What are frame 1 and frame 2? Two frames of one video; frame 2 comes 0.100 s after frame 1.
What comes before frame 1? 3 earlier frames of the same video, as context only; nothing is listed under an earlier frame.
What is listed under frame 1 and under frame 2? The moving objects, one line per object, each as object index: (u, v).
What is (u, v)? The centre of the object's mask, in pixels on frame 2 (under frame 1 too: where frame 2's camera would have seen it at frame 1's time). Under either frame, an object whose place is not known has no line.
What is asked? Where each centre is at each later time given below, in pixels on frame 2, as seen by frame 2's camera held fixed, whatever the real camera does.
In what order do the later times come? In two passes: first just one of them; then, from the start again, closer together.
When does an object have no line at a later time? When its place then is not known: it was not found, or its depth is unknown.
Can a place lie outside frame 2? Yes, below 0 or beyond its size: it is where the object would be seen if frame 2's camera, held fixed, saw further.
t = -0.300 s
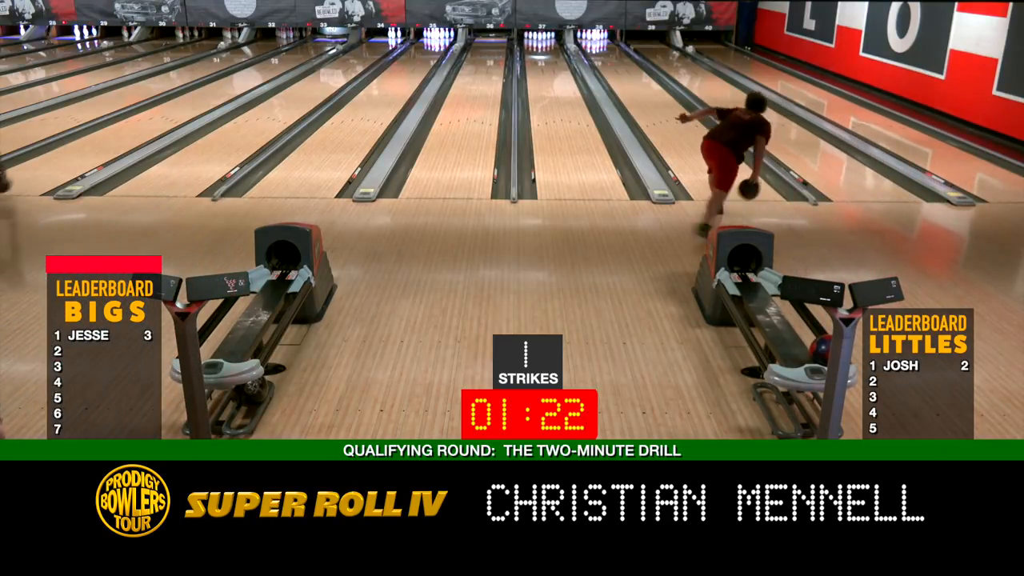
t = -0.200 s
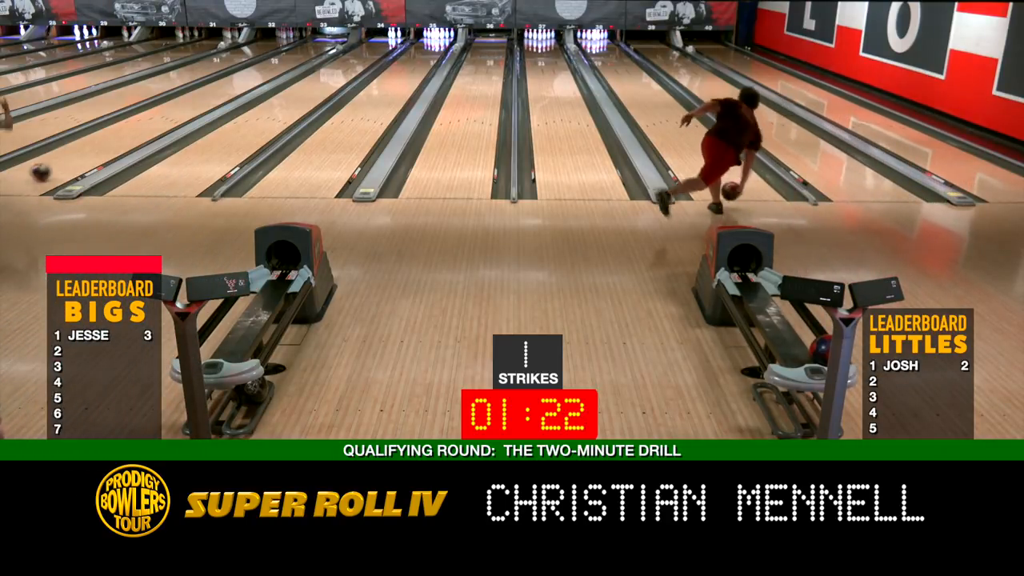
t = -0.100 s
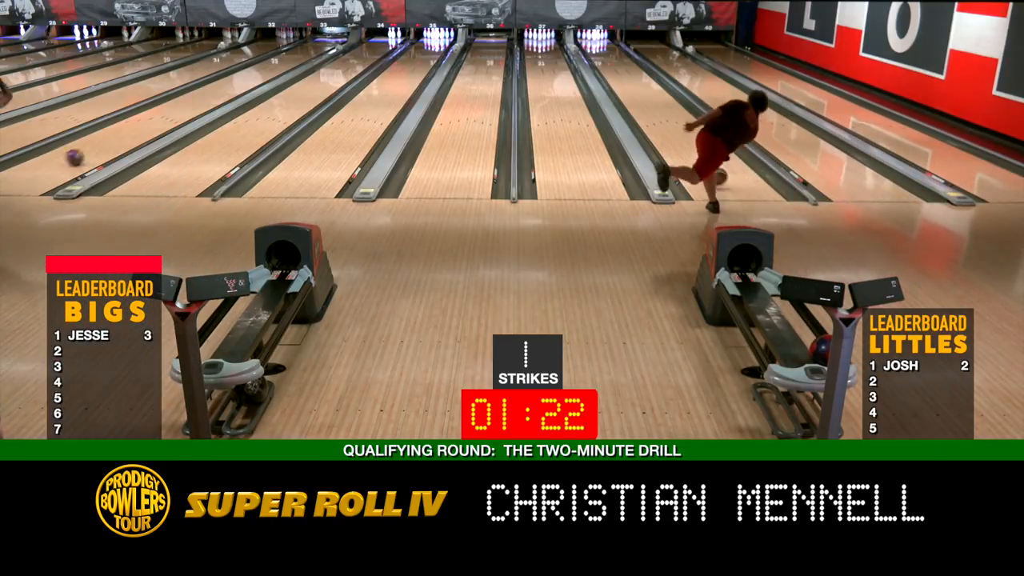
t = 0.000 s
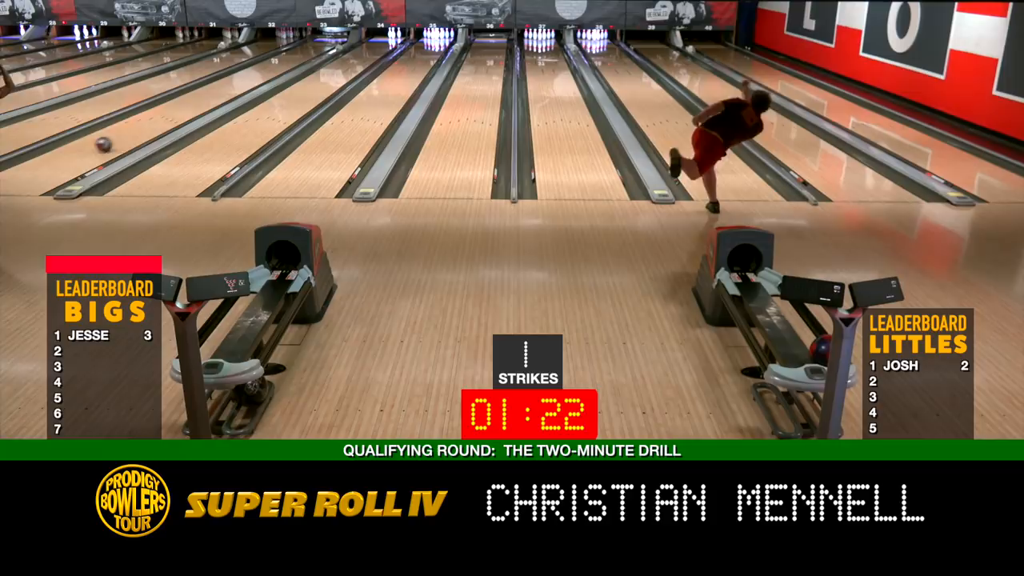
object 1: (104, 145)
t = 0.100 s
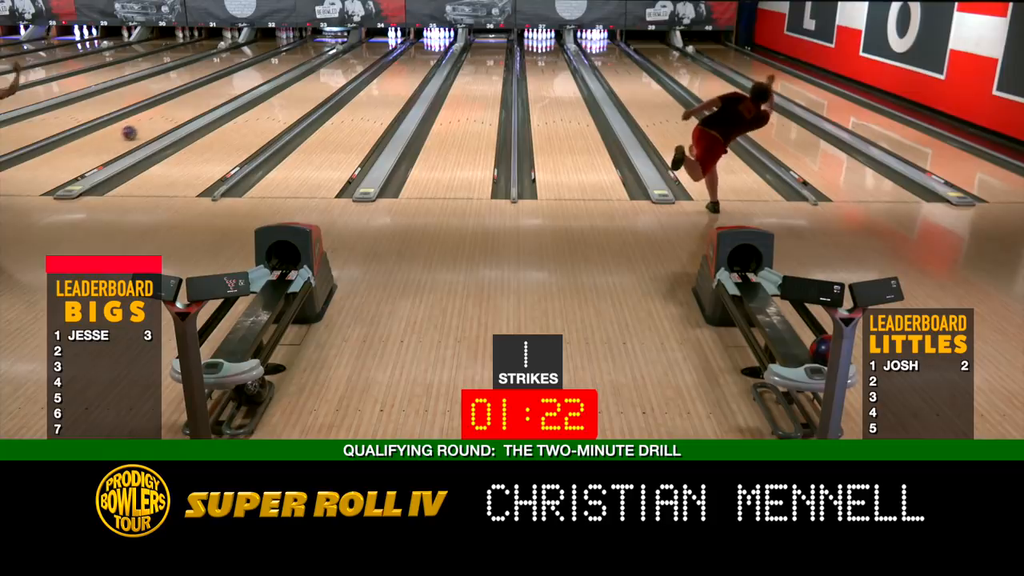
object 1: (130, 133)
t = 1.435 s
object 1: (298, 57)
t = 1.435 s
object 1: (298, 57)
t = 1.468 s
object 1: (300, 55)
